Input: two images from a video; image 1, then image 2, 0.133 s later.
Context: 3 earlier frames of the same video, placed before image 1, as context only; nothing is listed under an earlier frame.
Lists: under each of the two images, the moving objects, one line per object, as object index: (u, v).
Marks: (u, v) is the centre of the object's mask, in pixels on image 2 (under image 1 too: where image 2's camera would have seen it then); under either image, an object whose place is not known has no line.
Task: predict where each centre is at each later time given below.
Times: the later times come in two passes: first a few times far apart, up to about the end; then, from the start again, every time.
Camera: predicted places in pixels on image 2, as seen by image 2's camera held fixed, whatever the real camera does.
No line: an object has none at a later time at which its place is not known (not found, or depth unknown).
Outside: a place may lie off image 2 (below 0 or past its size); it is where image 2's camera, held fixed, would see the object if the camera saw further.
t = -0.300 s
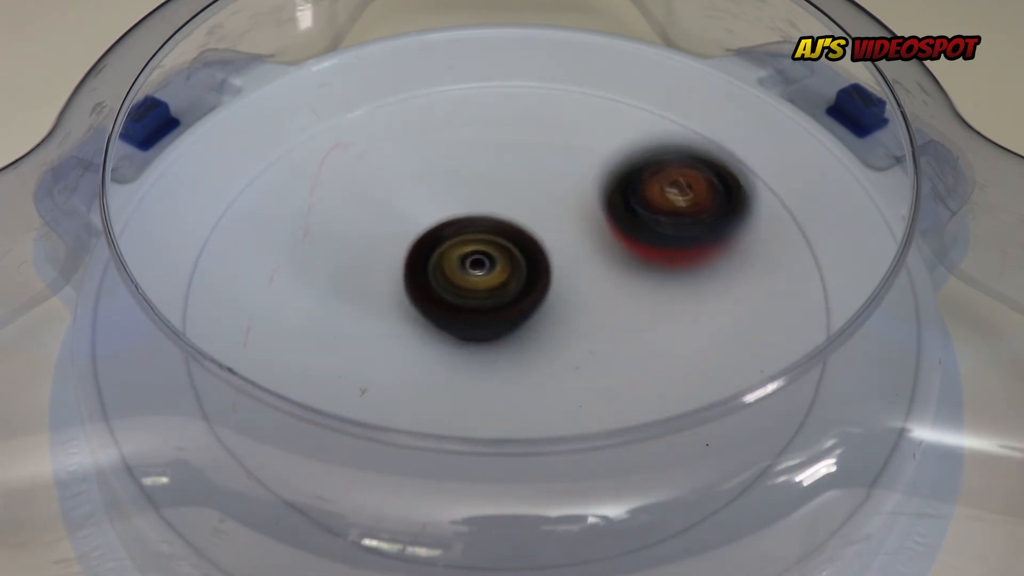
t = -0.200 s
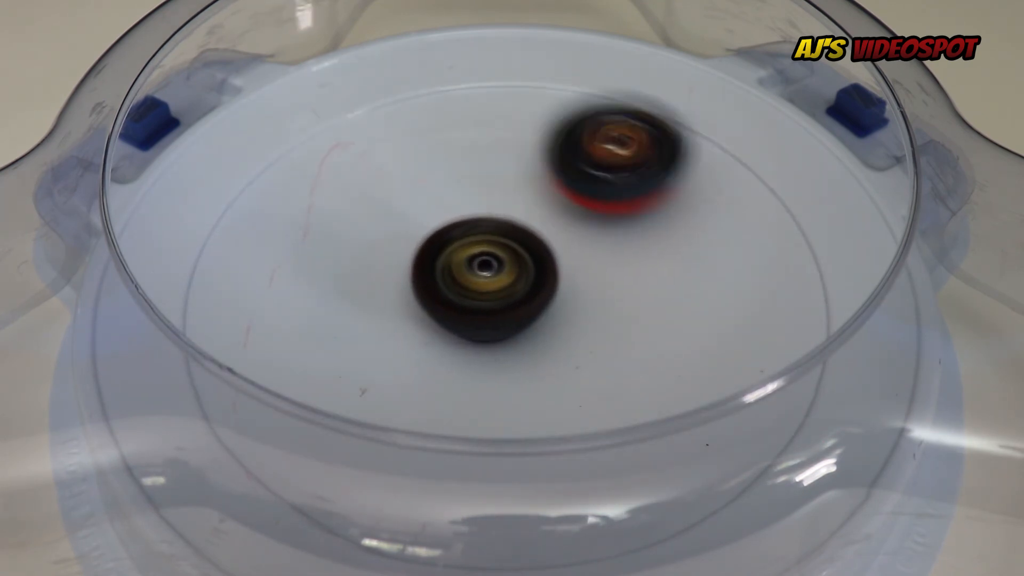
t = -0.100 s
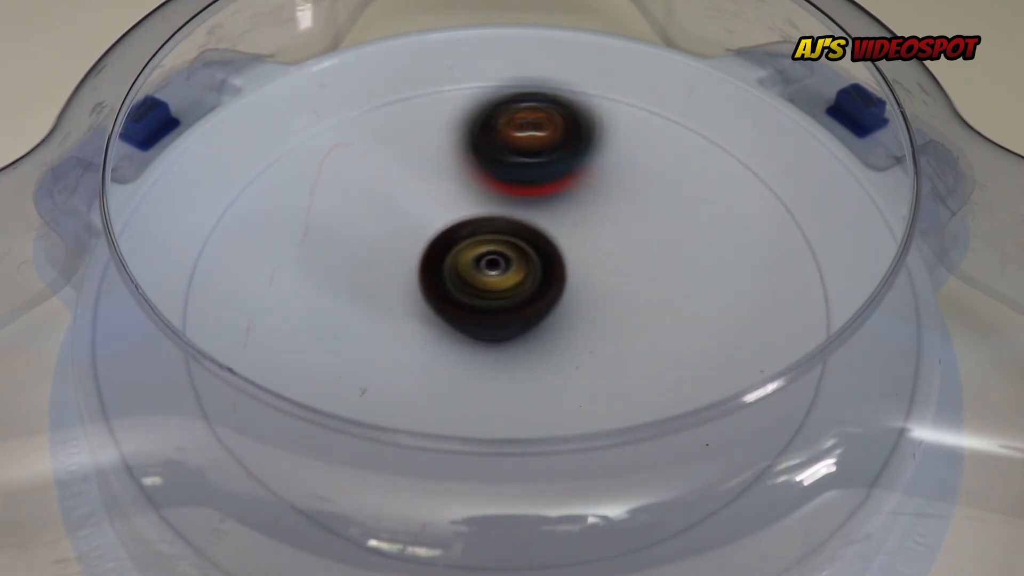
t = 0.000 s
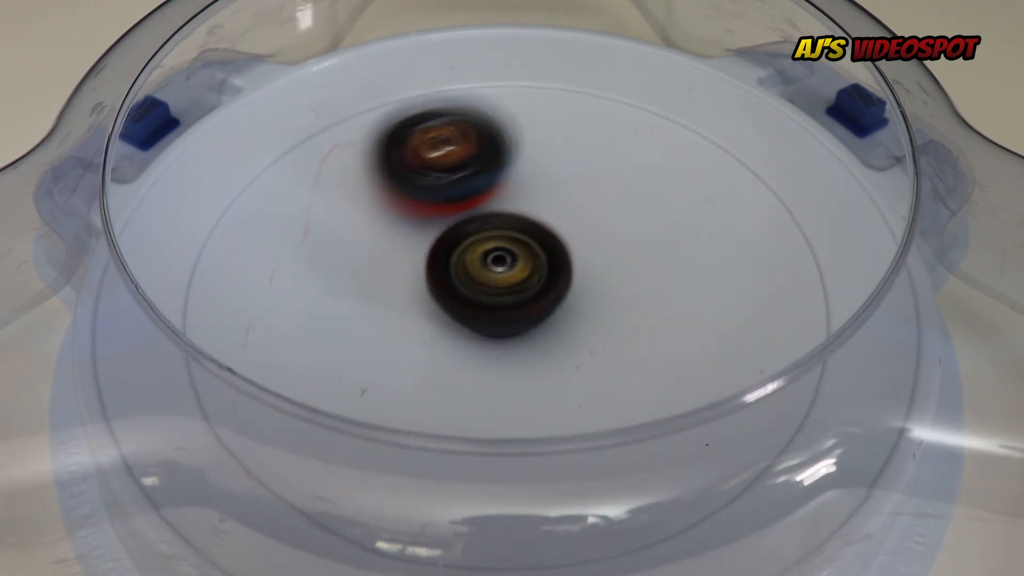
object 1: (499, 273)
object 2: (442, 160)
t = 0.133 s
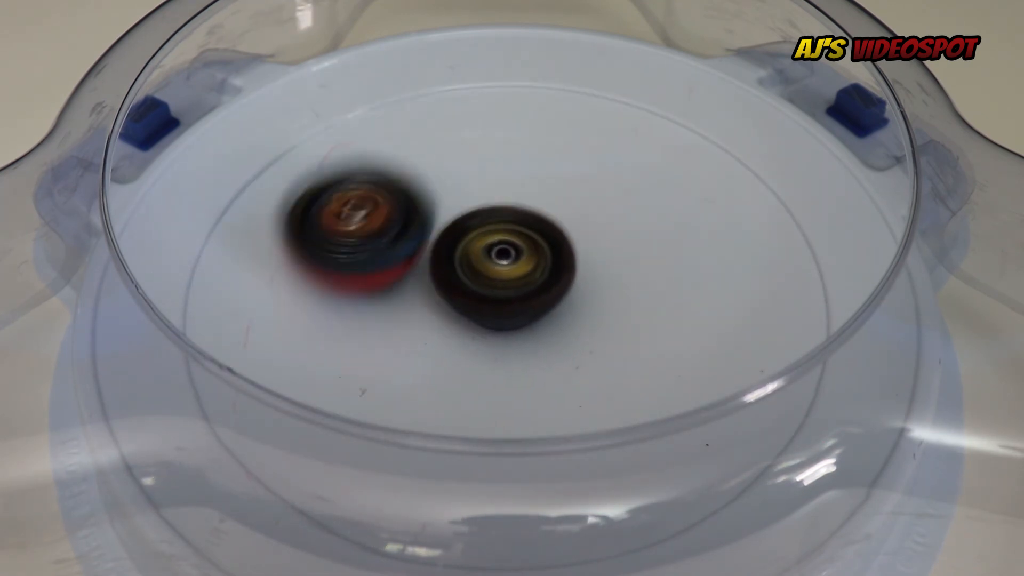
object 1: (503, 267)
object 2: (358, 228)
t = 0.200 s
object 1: (503, 264)
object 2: (341, 272)
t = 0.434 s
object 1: (500, 261)
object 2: (467, 392)
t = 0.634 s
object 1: (497, 260)
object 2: (648, 346)
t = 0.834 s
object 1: (476, 261)
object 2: (644, 209)
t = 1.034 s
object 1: (448, 270)
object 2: (519, 143)
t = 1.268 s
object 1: (446, 368)
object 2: (354, 136)
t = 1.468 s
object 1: (506, 507)
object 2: (270, 147)
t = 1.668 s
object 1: (556, 473)
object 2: (340, 259)
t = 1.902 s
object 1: (574, 434)
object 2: (548, 201)
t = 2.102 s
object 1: (577, 381)
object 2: (592, 105)
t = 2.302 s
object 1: (550, 298)
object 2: (542, 75)
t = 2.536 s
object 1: (511, 317)
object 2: (491, 126)
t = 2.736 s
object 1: (517, 349)
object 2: (513, 207)
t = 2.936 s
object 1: (505, 365)
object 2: (618, 235)
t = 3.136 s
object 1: (486, 340)
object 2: (654, 201)
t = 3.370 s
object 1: (389, 293)
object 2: (613, 211)
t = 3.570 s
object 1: (366, 252)
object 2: (601, 220)
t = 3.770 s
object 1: (395, 206)
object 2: (589, 307)
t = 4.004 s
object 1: (443, 192)
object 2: (676, 368)
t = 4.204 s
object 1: (485, 267)
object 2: (659, 370)
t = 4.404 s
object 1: (405, 277)
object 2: (565, 380)
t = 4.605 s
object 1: (294, 215)
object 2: (463, 379)
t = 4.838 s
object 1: (322, 216)
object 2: (379, 326)
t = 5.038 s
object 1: (529, 205)
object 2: (345, 282)
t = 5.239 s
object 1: (669, 160)
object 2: (370, 233)
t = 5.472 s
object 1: (627, 173)
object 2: (438, 193)
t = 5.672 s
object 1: (573, 250)
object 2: (472, 167)
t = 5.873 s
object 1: (533, 333)
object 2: (459, 192)
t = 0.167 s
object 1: (503, 265)
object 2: (347, 250)
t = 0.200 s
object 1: (503, 264)
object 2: (341, 272)
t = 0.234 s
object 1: (503, 263)
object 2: (341, 296)
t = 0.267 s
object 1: (502, 262)
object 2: (345, 322)
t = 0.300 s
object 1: (502, 262)
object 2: (357, 345)
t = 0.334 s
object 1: (502, 261)
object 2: (376, 362)
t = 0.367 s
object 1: (501, 261)
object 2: (401, 375)
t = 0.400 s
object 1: (500, 261)
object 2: (432, 385)
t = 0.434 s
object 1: (500, 261)
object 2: (467, 392)
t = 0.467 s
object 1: (499, 261)
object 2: (502, 407)
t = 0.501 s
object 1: (498, 261)
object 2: (539, 392)
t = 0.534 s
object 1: (498, 261)
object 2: (572, 387)
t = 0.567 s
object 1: (498, 260)
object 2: (602, 377)
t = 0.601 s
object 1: (497, 260)
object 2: (628, 365)
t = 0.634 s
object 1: (497, 260)
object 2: (648, 346)
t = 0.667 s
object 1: (497, 261)
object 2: (659, 322)
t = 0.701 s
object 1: (497, 261)
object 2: (664, 298)
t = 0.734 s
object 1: (497, 261)
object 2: (661, 274)
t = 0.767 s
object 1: (497, 262)
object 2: (654, 252)
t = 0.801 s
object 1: (488, 261)
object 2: (650, 230)
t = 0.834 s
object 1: (476, 261)
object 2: (644, 209)
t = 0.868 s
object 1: (467, 262)
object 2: (631, 193)
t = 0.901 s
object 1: (461, 263)
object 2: (615, 176)
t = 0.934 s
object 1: (457, 264)
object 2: (594, 164)
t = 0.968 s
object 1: (453, 266)
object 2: (572, 154)
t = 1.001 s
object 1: (450, 268)
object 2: (547, 145)
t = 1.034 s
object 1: (448, 270)
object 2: (519, 143)
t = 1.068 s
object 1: (446, 273)
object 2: (491, 143)
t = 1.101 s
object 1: (444, 275)
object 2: (464, 147)
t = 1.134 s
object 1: (444, 277)
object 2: (438, 154)
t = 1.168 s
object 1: (445, 279)
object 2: (413, 165)
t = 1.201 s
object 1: (446, 284)
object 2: (392, 173)
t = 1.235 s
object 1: (445, 330)
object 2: (371, 154)
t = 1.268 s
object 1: (446, 368)
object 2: (354, 136)
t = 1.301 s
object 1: (455, 390)
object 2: (338, 125)
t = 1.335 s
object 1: (460, 422)
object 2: (324, 121)
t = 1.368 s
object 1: (472, 433)
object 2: (310, 122)
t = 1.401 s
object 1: (478, 456)
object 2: (295, 126)
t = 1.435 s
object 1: (494, 489)
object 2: (281, 134)
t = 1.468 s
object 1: (506, 507)
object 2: (270, 147)
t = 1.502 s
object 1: (518, 508)
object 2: (262, 163)
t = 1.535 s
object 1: (530, 508)
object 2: (262, 183)
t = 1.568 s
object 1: (539, 507)
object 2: (272, 205)
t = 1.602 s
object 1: (549, 504)
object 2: (287, 225)
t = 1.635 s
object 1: (555, 486)
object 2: (311, 243)
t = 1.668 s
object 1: (556, 473)
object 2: (340, 259)
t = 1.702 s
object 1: (558, 454)
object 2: (371, 270)
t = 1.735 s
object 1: (559, 434)
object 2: (405, 278)
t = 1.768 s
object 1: (556, 417)
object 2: (439, 284)
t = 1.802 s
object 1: (552, 391)
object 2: (476, 282)
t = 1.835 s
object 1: (560, 409)
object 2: (505, 254)
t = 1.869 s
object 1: (568, 428)
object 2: (529, 225)
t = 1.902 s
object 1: (574, 434)
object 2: (548, 201)
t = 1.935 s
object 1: (577, 433)
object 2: (565, 180)
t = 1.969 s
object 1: (579, 428)
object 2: (576, 164)
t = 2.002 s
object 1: (582, 421)
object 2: (583, 147)
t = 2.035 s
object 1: (580, 406)
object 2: (588, 132)
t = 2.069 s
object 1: (577, 388)
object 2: (591, 117)
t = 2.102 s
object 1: (577, 381)
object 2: (592, 105)
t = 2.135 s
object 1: (574, 374)
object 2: (591, 92)
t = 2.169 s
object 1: (570, 363)
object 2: (587, 81)
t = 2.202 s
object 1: (566, 347)
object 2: (581, 75)
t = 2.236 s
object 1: (560, 331)
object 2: (571, 68)
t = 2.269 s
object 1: (555, 315)
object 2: (557, 67)
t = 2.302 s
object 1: (550, 298)
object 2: (542, 75)
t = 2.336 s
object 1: (544, 281)
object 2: (527, 85)
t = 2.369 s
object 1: (539, 264)
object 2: (516, 102)
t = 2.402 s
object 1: (533, 247)
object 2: (508, 125)
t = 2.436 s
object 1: (527, 253)
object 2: (504, 128)
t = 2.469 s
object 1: (520, 279)
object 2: (499, 122)
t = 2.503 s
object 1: (516, 300)
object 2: (495, 122)
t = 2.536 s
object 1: (511, 317)
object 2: (491, 126)
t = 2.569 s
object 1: (507, 328)
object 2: (488, 134)
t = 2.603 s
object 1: (505, 336)
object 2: (486, 147)
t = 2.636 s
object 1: (507, 341)
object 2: (489, 160)
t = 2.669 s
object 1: (510, 345)
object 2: (493, 175)
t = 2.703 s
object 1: (515, 347)
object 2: (502, 191)
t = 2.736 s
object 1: (517, 349)
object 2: (513, 207)
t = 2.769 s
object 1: (519, 349)
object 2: (528, 220)
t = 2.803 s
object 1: (516, 355)
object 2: (546, 232)
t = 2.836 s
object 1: (511, 360)
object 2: (565, 236)
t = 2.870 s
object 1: (511, 363)
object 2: (584, 238)
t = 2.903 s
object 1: (507, 365)
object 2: (601, 237)
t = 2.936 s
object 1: (505, 365)
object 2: (618, 235)
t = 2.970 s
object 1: (500, 364)
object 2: (633, 231)
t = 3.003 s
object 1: (498, 362)
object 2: (645, 227)
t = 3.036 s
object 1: (495, 358)
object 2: (655, 221)
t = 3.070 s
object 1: (492, 354)
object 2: (660, 213)
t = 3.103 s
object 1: (489, 347)
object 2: (661, 206)
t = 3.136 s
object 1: (486, 340)
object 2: (654, 201)
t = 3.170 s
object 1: (484, 332)
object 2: (642, 199)
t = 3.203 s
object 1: (482, 322)
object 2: (624, 202)
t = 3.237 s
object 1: (482, 313)
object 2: (606, 208)
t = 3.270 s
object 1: (478, 303)
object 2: (589, 216)
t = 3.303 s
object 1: (445, 302)
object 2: (596, 215)
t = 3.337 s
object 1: (410, 298)
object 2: (606, 213)
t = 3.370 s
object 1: (389, 293)
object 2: (613, 211)
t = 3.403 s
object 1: (372, 289)
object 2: (619, 208)
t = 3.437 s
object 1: (365, 281)
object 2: (621, 209)
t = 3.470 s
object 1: (362, 274)
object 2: (620, 207)
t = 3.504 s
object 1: (360, 266)
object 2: (617, 210)
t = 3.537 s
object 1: (363, 259)
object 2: (610, 214)
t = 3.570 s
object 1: (366, 252)
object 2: (601, 220)
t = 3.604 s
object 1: (373, 246)
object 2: (591, 226)
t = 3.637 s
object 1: (381, 242)
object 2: (581, 238)
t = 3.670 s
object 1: (392, 237)
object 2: (571, 249)
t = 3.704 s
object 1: (404, 236)
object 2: (563, 262)
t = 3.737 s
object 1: (407, 225)
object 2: (567, 282)
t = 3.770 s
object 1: (395, 206)
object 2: (589, 307)
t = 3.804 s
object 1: (396, 187)
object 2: (610, 331)
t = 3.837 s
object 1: (397, 178)
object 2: (628, 349)
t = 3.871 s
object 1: (405, 172)
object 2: (641, 358)
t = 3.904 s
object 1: (416, 173)
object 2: (652, 363)
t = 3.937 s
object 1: (426, 178)
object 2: (662, 366)
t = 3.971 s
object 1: (435, 185)
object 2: (670, 367)
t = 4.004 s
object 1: (443, 192)
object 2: (676, 368)
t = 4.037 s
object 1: (452, 199)
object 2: (686, 382)
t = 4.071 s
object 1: (462, 209)
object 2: (689, 384)
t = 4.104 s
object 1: (470, 223)
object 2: (689, 384)
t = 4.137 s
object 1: (476, 236)
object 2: (685, 381)
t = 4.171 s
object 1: (482, 250)
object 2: (671, 371)
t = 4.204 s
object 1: (485, 267)
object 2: (659, 370)
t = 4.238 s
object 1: (487, 281)
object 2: (643, 369)
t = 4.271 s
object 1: (486, 296)
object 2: (623, 368)
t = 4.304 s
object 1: (479, 307)
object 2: (604, 367)
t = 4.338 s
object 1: (463, 308)
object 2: (591, 370)
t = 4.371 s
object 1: (433, 296)
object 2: (580, 376)
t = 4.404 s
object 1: (405, 277)
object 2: (565, 380)
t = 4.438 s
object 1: (379, 262)
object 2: (548, 382)
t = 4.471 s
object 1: (356, 251)
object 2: (531, 384)
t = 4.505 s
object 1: (335, 238)
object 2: (514, 384)
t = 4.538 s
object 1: (317, 228)
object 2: (497, 382)
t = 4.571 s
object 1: (304, 220)
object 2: (479, 382)
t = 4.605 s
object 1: (294, 215)
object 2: (463, 379)
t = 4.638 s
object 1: (288, 211)
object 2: (448, 375)
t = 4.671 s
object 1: (287, 208)
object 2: (434, 369)
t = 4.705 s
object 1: (291, 207)
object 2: (419, 362)
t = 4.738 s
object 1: (297, 210)
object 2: (407, 354)
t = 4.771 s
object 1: (302, 214)
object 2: (396, 345)
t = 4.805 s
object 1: (311, 216)
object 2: (388, 335)
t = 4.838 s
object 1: (322, 216)
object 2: (379, 326)
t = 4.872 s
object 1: (344, 212)
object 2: (370, 320)
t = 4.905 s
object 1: (379, 213)
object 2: (361, 317)
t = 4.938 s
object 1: (412, 214)
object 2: (354, 309)
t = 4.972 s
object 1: (450, 213)
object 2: (349, 300)
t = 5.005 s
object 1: (490, 209)
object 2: (346, 292)
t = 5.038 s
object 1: (529, 205)
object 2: (345, 282)
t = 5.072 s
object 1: (563, 199)
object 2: (346, 272)
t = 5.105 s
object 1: (590, 193)
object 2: (348, 264)
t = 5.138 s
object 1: (616, 185)
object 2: (352, 258)
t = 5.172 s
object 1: (639, 176)
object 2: (357, 249)
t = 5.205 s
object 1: (658, 167)
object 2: (362, 241)
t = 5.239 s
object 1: (669, 160)
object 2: (370, 233)
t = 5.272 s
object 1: (674, 152)
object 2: (378, 227)
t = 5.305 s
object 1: (674, 150)
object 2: (388, 220)
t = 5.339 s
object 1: (672, 150)
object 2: (397, 214)
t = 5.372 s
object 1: (667, 155)
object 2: (407, 209)
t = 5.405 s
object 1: (656, 162)
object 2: (418, 203)
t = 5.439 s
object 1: (641, 168)
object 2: (428, 197)
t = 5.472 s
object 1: (627, 173)
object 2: (438, 193)
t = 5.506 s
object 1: (618, 182)
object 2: (450, 188)
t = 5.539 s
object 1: (608, 192)
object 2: (460, 184)
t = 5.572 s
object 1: (598, 204)
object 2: (468, 180)
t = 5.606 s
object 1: (587, 217)
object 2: (472, 176)
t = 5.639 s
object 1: (577, 232)
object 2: (474, 171)
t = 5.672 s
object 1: (573, 250)
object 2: (472, 167)
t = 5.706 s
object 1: (565, 266)
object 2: (469, 165)
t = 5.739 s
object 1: (557, 282)
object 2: (465, 165)
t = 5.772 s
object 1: (550, 296)
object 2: (460, 169)
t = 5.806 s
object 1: (544, 308)
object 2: (458, 175)
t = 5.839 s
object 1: (538, 321)
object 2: (457, 183)
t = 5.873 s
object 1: (533, 333)
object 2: (459, 192)
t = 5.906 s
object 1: (531, 342)
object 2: (463, 203)
